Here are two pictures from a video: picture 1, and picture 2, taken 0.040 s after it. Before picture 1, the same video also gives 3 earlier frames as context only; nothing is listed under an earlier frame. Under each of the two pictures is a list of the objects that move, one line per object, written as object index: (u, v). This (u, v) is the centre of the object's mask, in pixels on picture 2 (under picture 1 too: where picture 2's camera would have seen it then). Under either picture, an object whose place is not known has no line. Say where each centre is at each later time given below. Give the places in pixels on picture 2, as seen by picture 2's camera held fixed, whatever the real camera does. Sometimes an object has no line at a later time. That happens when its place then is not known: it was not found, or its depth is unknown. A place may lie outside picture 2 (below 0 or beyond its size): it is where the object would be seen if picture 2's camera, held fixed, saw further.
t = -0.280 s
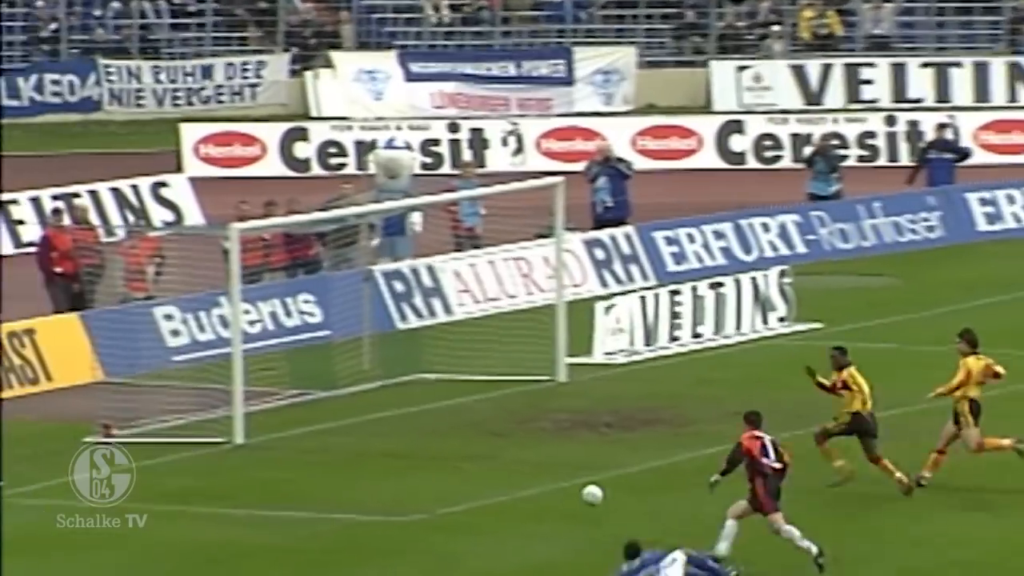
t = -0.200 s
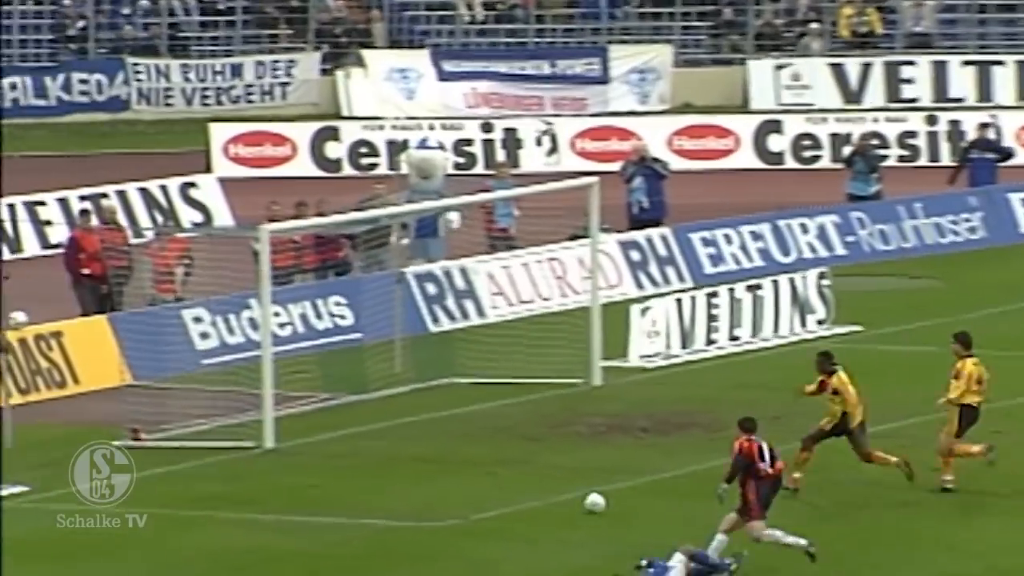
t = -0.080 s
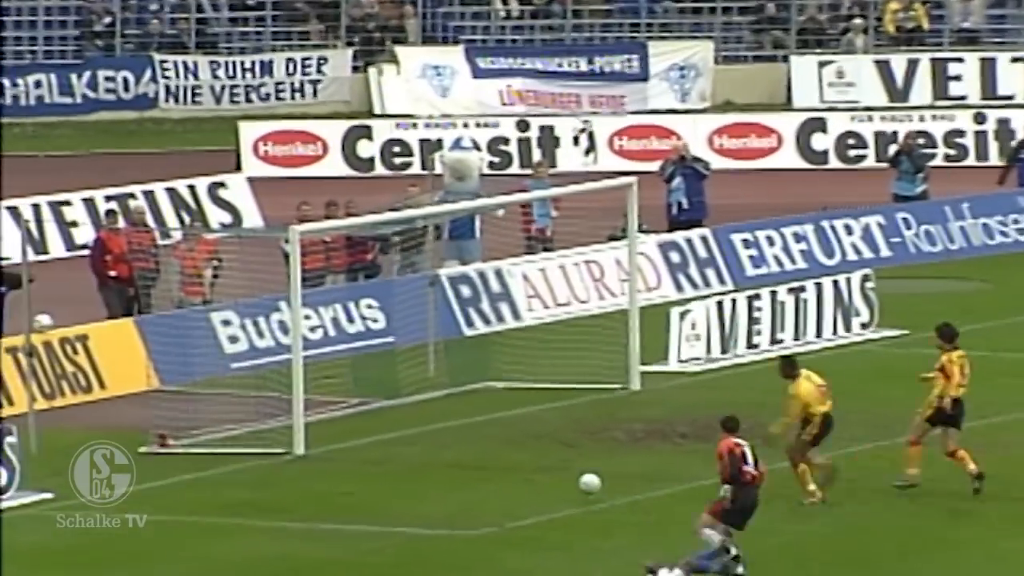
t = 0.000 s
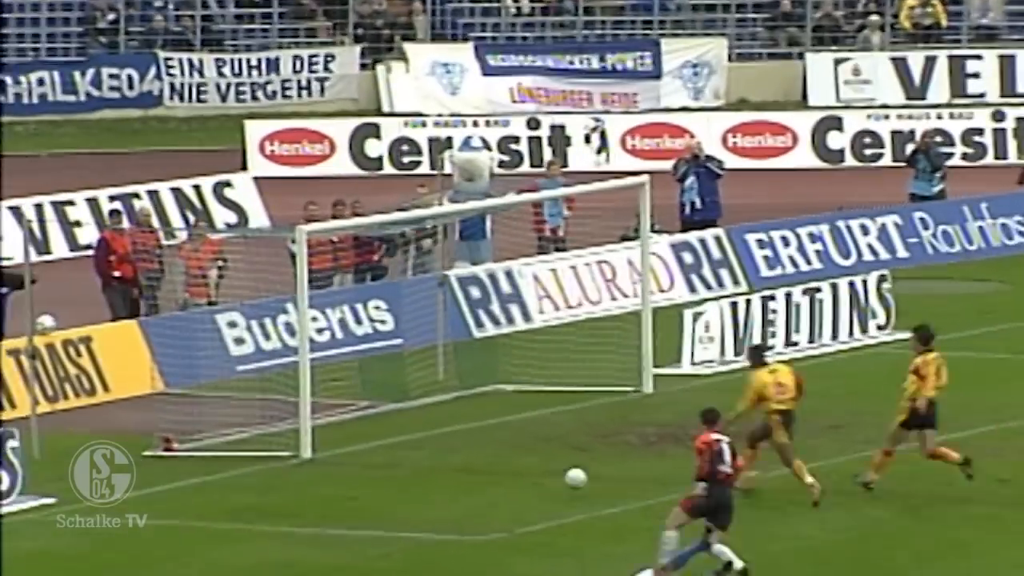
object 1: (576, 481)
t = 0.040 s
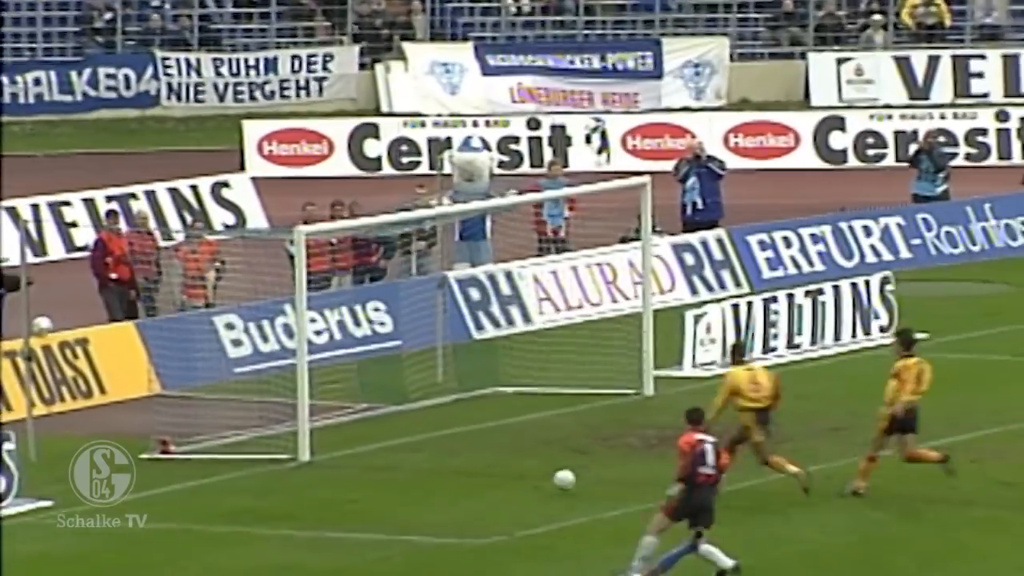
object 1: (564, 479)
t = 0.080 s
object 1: (553, 479)
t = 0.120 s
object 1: (543, 471)
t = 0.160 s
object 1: (531, 463)
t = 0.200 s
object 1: (522, 458)
